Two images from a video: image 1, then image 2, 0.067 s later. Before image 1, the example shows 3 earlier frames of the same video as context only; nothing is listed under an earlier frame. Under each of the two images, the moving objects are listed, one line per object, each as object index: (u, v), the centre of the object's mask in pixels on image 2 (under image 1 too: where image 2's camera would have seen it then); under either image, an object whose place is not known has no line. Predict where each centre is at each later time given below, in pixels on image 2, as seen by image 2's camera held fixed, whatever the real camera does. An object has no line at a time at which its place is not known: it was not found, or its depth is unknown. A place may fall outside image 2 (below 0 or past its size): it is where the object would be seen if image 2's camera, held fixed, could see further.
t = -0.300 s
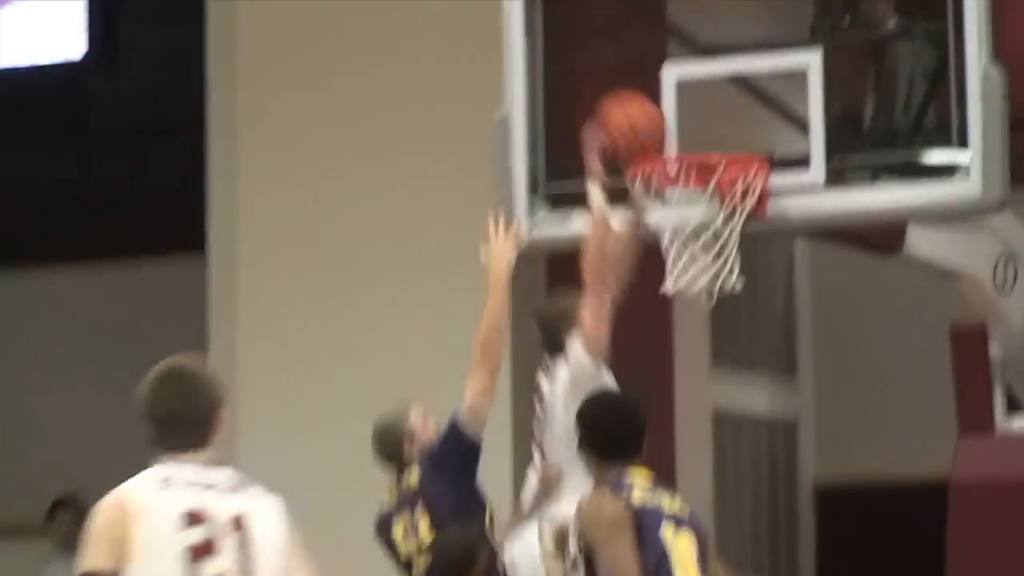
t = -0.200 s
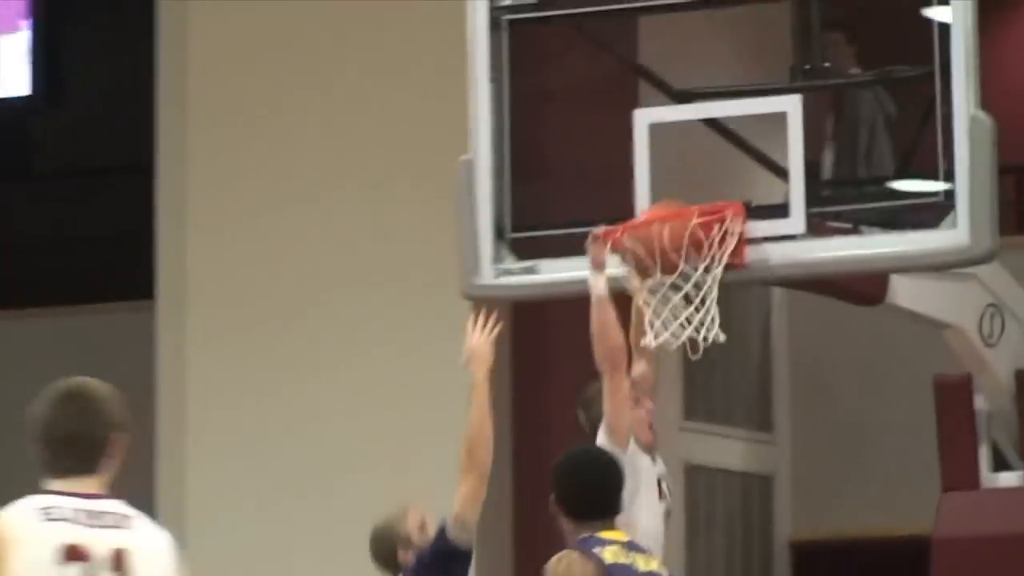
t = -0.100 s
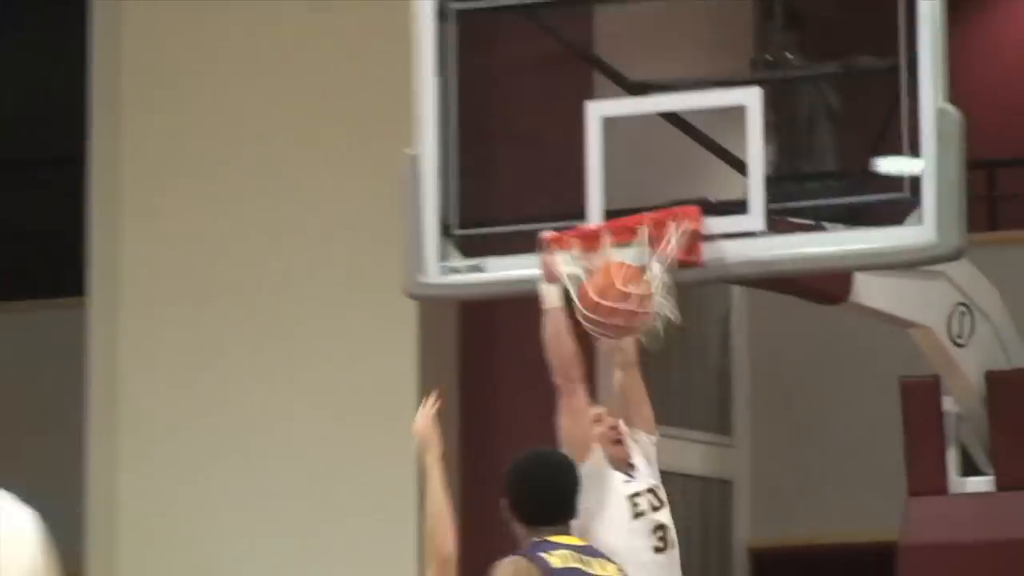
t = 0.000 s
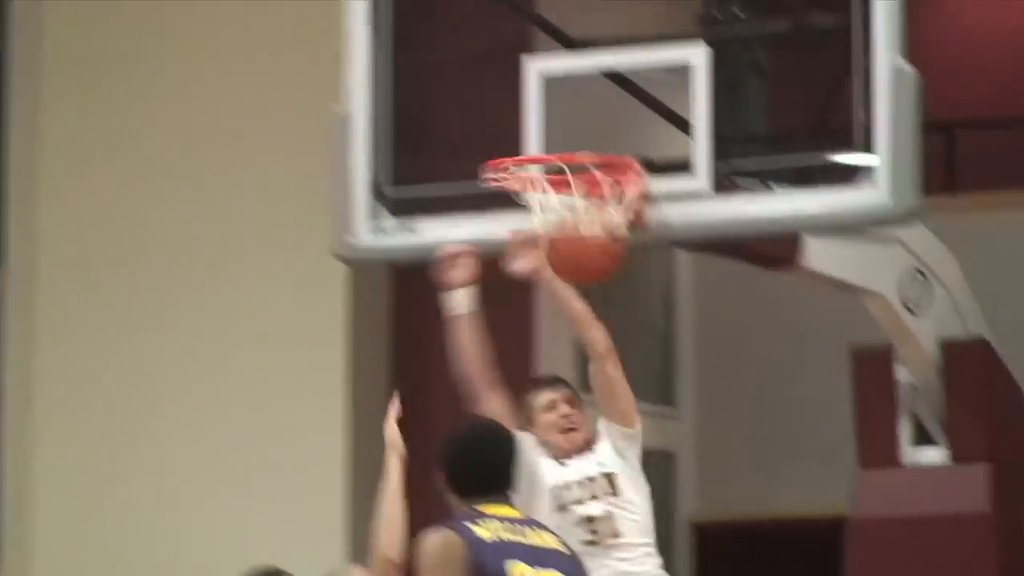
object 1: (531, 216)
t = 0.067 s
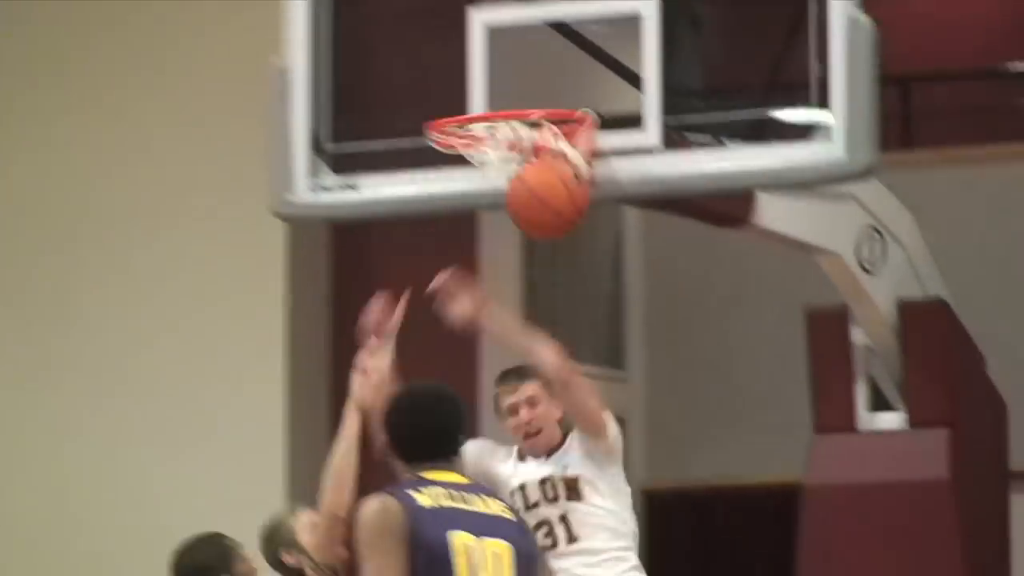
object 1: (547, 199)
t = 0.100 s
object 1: (557, 198)
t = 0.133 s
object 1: (567, 204)
